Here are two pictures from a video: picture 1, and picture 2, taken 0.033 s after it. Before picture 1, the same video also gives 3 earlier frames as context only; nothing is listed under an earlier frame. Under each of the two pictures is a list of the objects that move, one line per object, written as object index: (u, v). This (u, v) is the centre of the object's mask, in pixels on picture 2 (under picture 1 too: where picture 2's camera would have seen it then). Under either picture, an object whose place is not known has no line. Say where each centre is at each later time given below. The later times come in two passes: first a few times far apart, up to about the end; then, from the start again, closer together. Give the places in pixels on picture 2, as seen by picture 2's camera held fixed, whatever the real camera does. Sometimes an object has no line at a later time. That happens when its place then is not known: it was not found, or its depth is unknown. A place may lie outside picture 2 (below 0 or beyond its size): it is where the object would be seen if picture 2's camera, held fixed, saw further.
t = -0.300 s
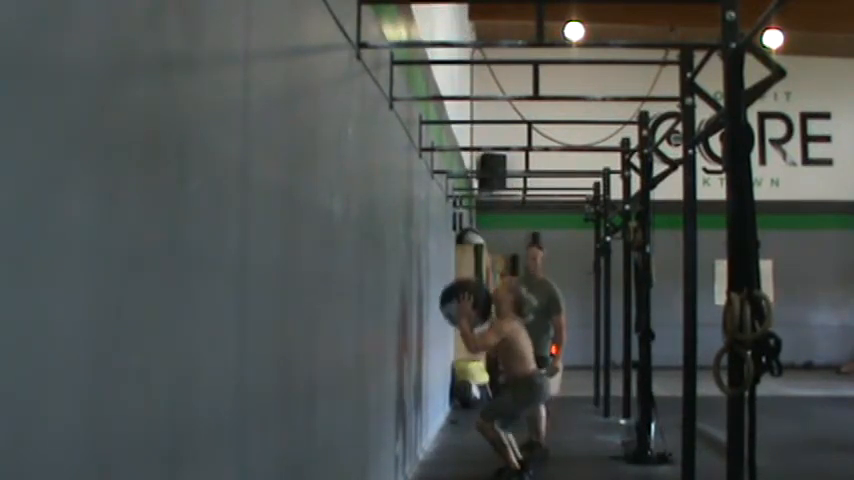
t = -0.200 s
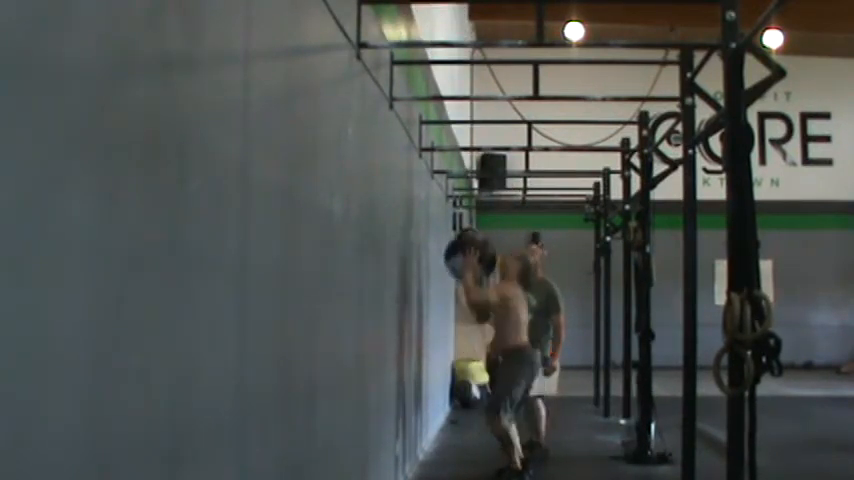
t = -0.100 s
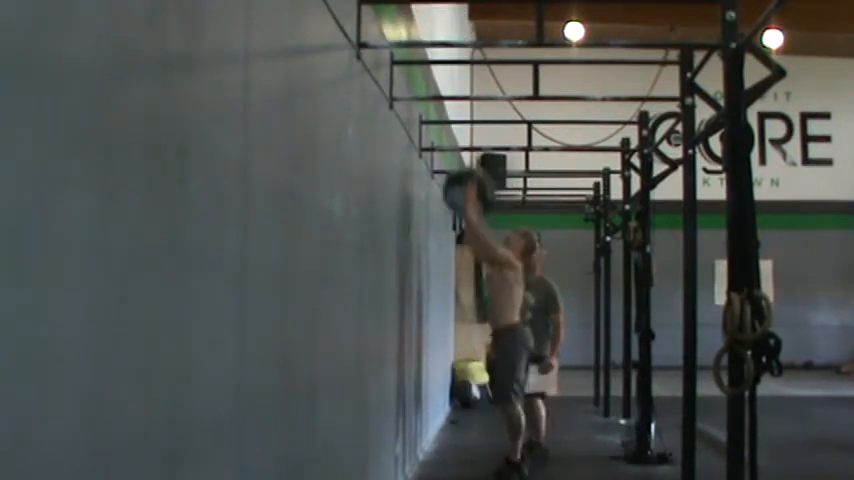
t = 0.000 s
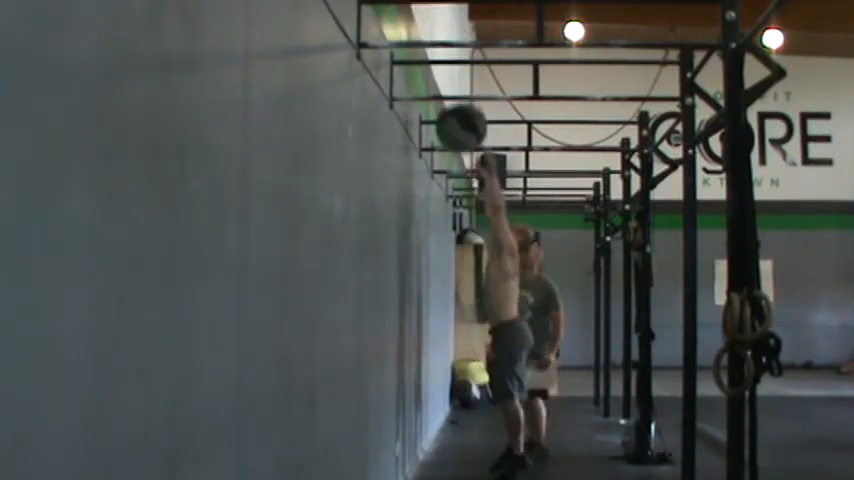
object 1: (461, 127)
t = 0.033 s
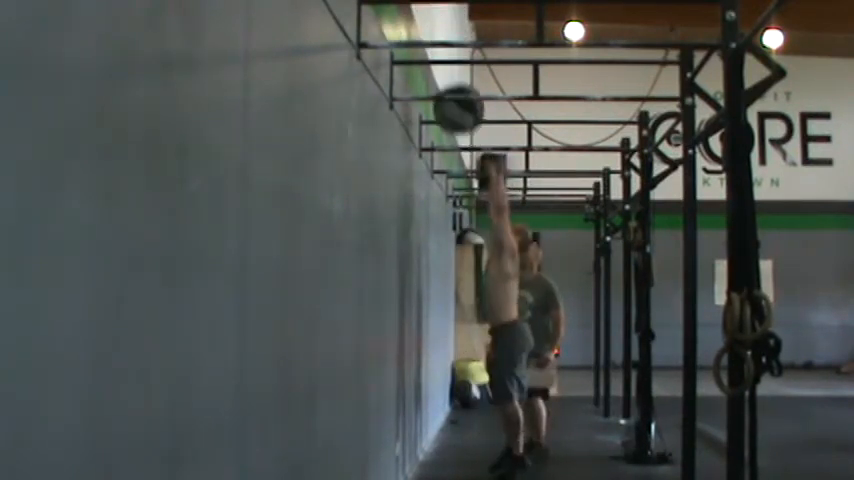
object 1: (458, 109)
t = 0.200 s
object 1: (445, 41)
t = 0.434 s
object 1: (430, 17)
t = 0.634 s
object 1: (440, 38)
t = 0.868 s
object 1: (452, 142)
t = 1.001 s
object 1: (457, 239)
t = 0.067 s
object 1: (456, 92)
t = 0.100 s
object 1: (453, 77)
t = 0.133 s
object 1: (451, 63)
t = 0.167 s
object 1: (448, 51)
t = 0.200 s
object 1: (445, 41)
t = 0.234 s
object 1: (443, 31)
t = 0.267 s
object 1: (440, 23)
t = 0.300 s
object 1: (437, 22)
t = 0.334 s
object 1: (435, 20)
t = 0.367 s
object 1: (432, 18)
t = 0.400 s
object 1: (431, 18)
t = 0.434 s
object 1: (430, 17)
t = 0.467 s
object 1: (432, 18)
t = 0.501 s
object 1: (434, 19)
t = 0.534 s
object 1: (436, 21)
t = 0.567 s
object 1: (437, 22)
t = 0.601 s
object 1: (439, 30)
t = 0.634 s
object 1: (440, 38)
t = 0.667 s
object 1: (442, 48)
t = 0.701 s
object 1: (443, 60)
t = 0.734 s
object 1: (445, 73)
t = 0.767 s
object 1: (447, 88)
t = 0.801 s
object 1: (448, 105)
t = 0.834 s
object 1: (450, 122)
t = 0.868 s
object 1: (452, 142)
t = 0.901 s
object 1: (453, 164)
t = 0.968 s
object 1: (456, 214)
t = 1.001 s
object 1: (457, 239)
